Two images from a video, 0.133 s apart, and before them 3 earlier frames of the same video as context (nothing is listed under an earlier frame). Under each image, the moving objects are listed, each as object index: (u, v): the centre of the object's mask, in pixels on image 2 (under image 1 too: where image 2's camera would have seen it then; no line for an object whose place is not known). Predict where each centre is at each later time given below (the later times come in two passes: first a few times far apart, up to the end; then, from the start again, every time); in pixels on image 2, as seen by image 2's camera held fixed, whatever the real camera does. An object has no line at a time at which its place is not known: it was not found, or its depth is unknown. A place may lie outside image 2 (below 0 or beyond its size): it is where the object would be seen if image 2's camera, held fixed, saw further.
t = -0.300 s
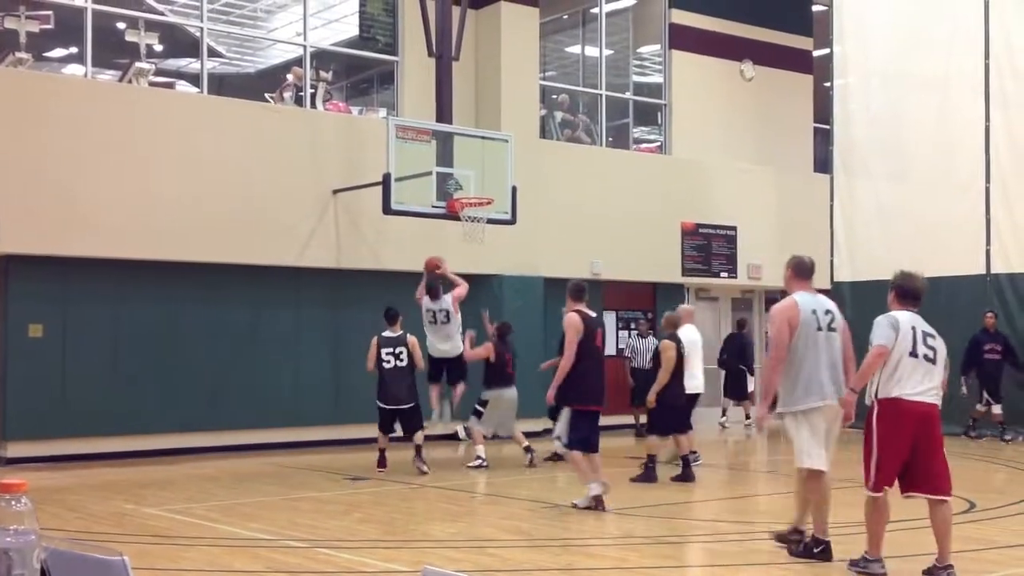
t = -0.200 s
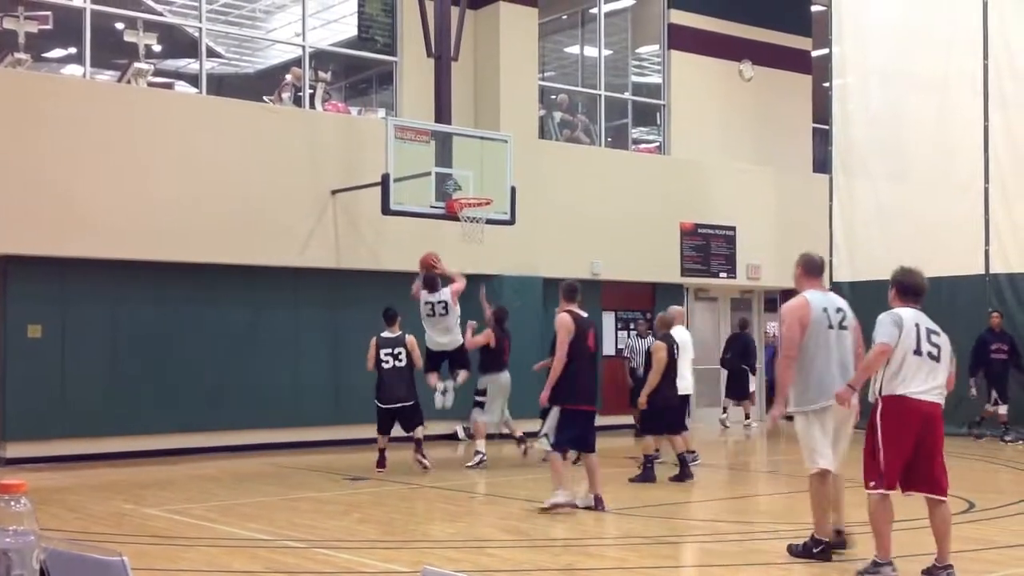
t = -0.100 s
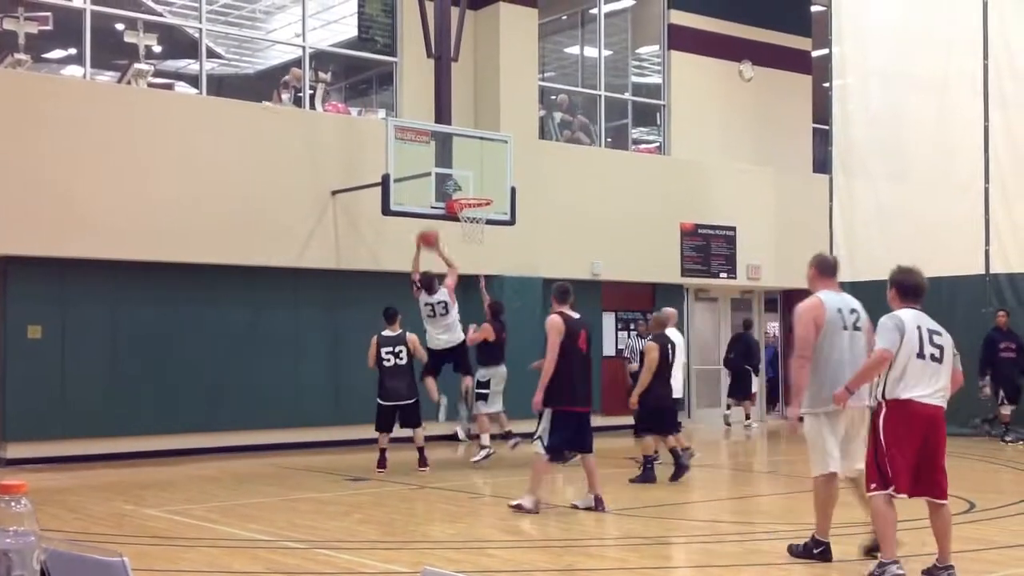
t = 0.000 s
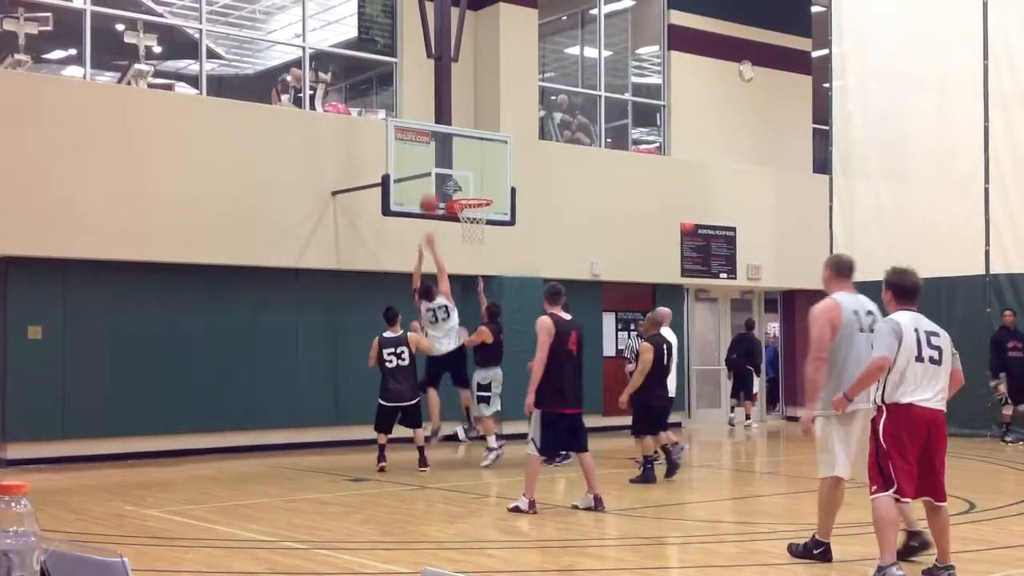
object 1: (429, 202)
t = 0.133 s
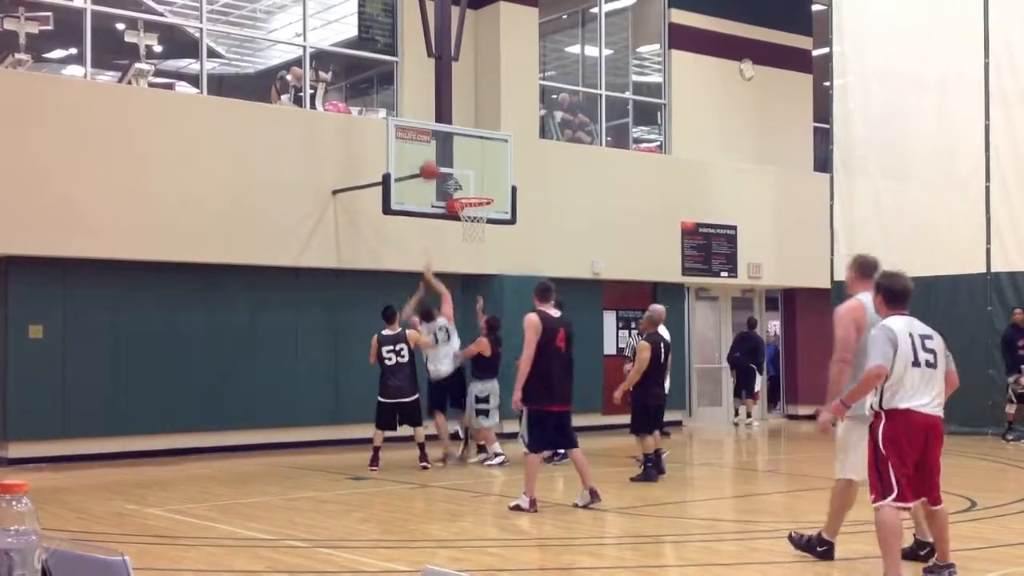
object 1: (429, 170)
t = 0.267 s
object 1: (440, 164)
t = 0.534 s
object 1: (468, 202)
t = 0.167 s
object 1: (430, 166)
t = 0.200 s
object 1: (433, 164)
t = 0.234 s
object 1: (437, 164)
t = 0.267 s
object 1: (440, 164)
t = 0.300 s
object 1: (444, 166)
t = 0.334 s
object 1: (448, 168)
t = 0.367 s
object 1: (451, 172)
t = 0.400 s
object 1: (455, 176)
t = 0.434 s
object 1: (458, 182)
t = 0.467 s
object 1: (462, 187)
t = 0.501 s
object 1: (465, 194)
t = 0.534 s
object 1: (468, 202)
